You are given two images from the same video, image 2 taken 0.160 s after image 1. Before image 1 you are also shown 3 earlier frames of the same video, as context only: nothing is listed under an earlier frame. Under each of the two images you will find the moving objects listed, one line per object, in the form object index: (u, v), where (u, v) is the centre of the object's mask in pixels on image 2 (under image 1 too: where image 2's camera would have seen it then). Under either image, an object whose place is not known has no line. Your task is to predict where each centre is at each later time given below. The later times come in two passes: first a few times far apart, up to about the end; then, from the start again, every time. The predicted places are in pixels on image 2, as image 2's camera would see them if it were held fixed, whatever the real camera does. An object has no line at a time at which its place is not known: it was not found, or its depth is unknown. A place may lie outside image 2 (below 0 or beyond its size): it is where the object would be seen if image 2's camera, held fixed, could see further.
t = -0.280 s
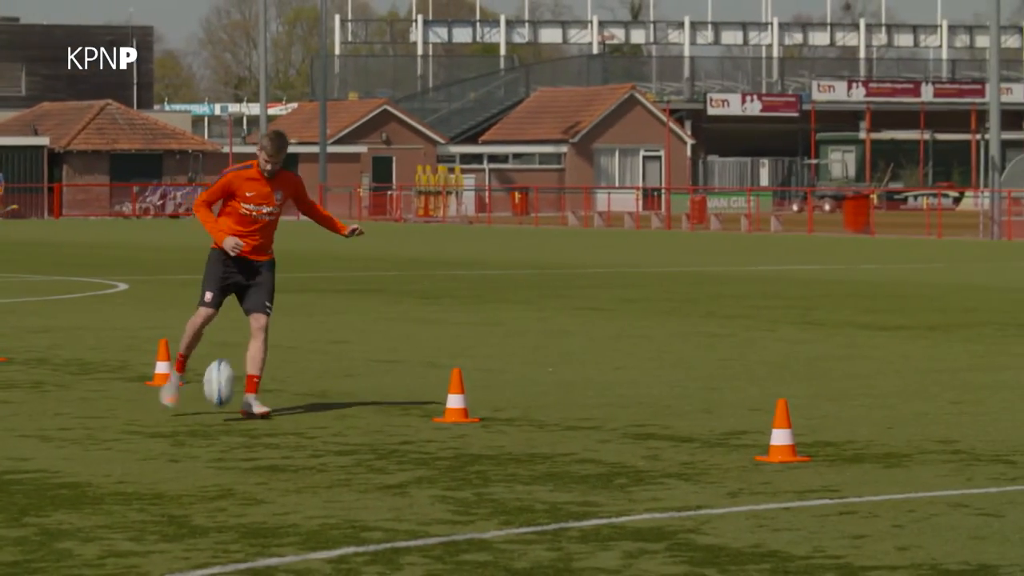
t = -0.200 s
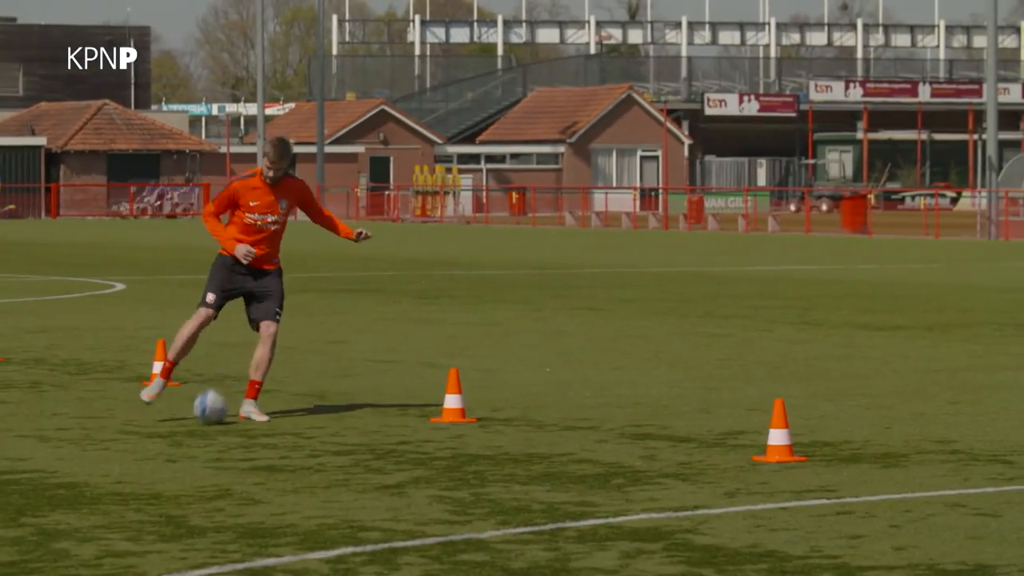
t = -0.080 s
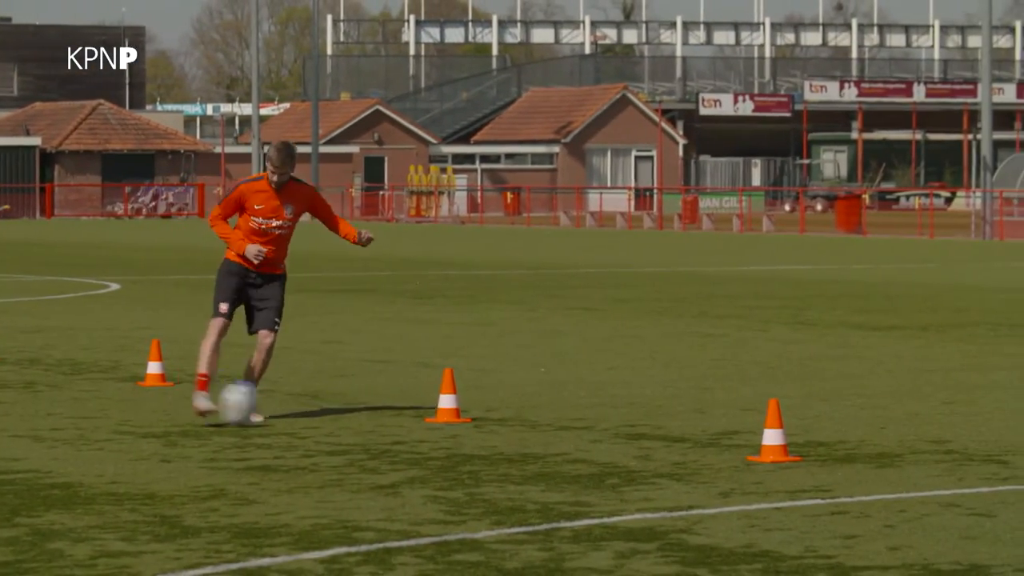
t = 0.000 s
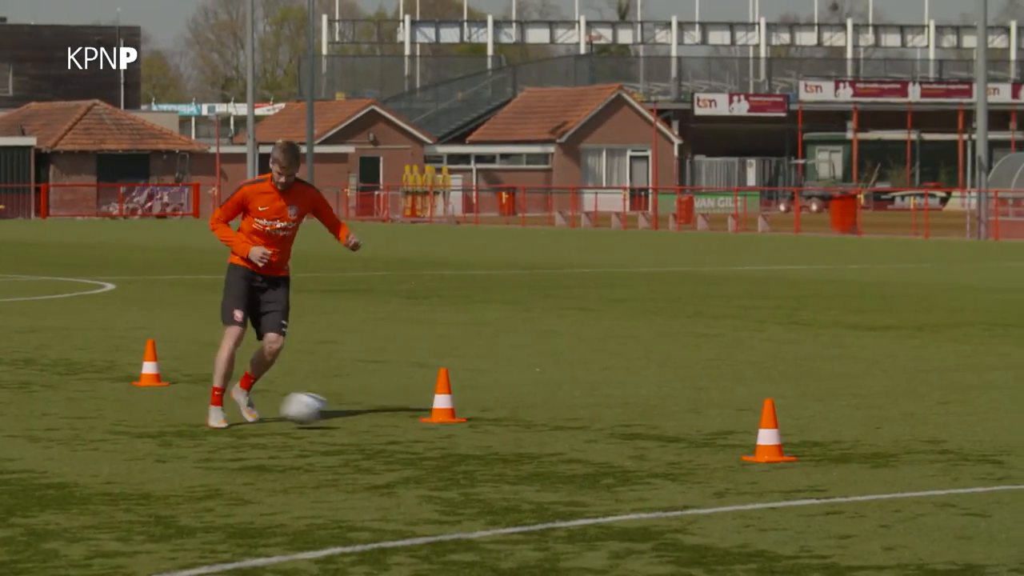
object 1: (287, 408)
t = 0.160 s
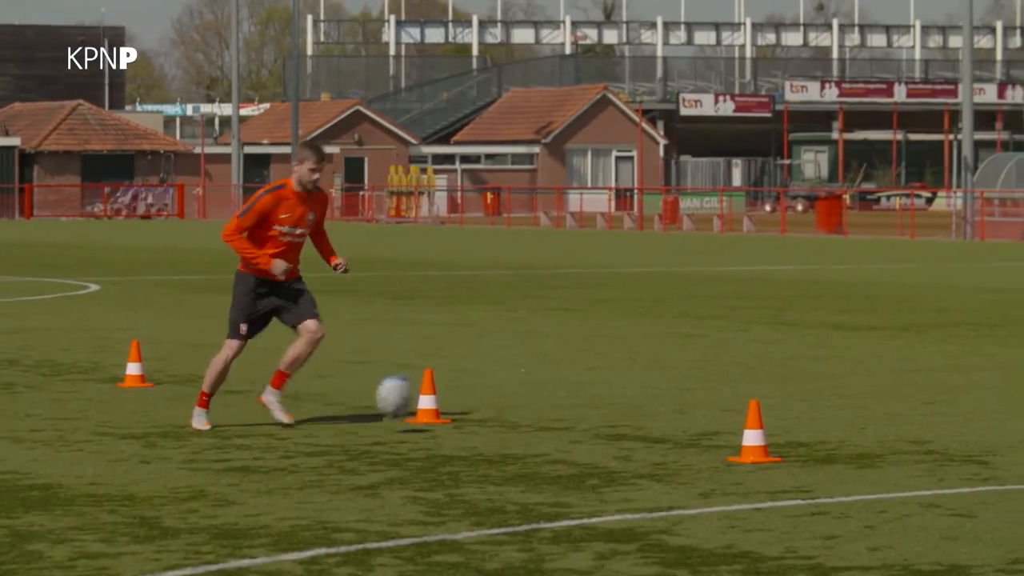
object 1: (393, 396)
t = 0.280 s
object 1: (460, 394)
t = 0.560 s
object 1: (588, 403)
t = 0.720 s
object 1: (645, 408)
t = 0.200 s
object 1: (414, 392)
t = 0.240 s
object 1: (439, 392)
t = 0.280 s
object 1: (460, 394)
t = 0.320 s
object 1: (482, 398)
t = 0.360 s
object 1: (504, 406)
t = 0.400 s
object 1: (526, 415)
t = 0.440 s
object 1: (545, 423)
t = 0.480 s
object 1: (560, 415)
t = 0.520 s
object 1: (574, 407)
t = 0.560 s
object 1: (588, 403)
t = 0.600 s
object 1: (601, 400)
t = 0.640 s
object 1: (614, 400)
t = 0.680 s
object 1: (630, 402)
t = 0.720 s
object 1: (645, 408)
